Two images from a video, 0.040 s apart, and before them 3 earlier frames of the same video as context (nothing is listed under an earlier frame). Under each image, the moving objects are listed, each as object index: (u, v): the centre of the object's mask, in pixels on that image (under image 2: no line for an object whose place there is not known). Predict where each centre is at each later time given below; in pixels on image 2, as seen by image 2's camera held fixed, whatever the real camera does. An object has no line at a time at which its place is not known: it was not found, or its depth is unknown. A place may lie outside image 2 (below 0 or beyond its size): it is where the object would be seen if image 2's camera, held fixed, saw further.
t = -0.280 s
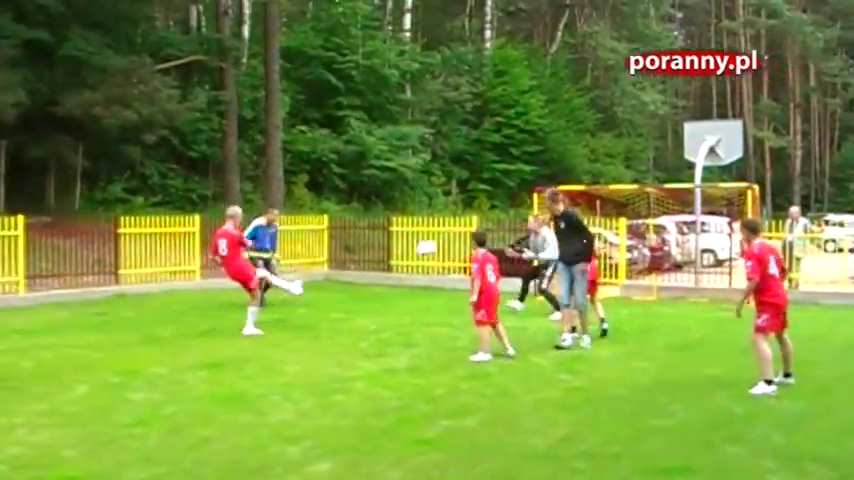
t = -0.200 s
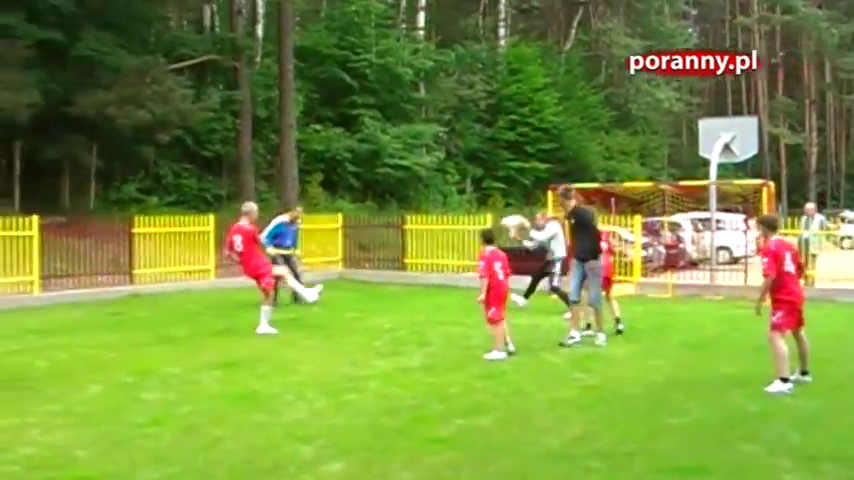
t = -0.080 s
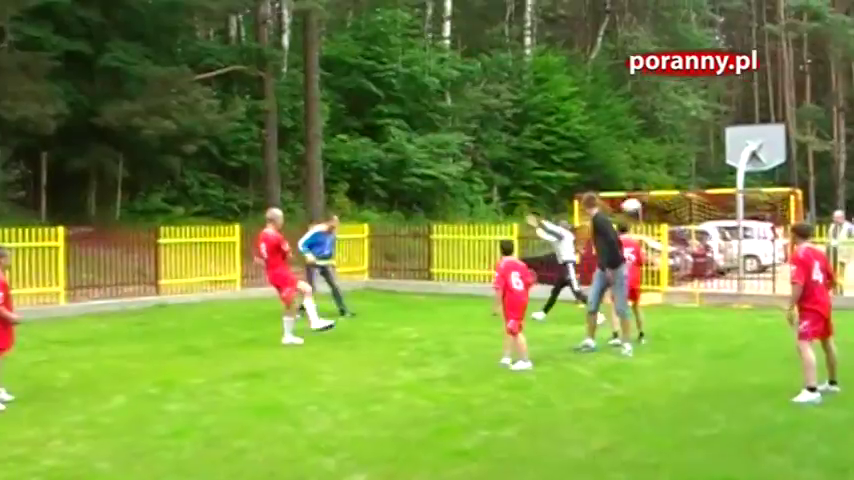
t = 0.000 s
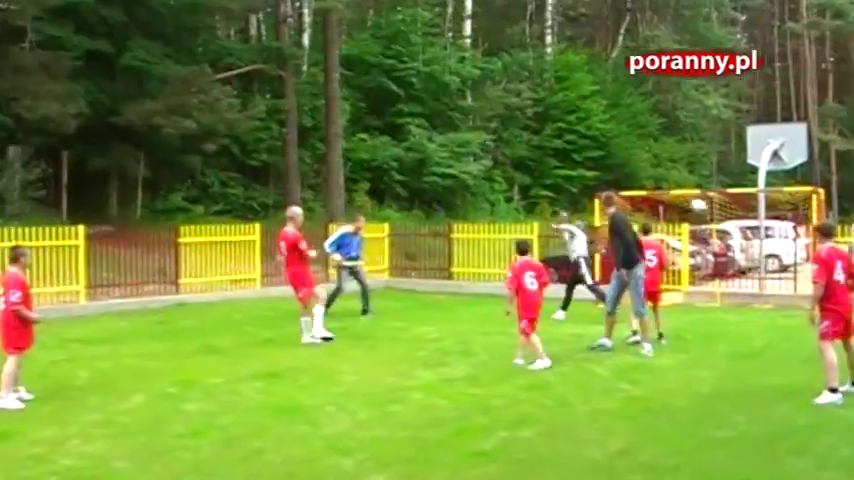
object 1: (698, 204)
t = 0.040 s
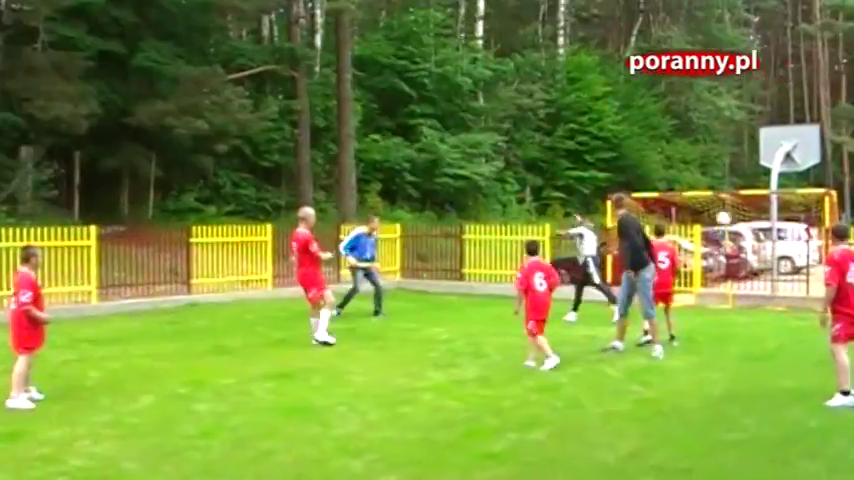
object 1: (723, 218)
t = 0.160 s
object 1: (715, 280)
